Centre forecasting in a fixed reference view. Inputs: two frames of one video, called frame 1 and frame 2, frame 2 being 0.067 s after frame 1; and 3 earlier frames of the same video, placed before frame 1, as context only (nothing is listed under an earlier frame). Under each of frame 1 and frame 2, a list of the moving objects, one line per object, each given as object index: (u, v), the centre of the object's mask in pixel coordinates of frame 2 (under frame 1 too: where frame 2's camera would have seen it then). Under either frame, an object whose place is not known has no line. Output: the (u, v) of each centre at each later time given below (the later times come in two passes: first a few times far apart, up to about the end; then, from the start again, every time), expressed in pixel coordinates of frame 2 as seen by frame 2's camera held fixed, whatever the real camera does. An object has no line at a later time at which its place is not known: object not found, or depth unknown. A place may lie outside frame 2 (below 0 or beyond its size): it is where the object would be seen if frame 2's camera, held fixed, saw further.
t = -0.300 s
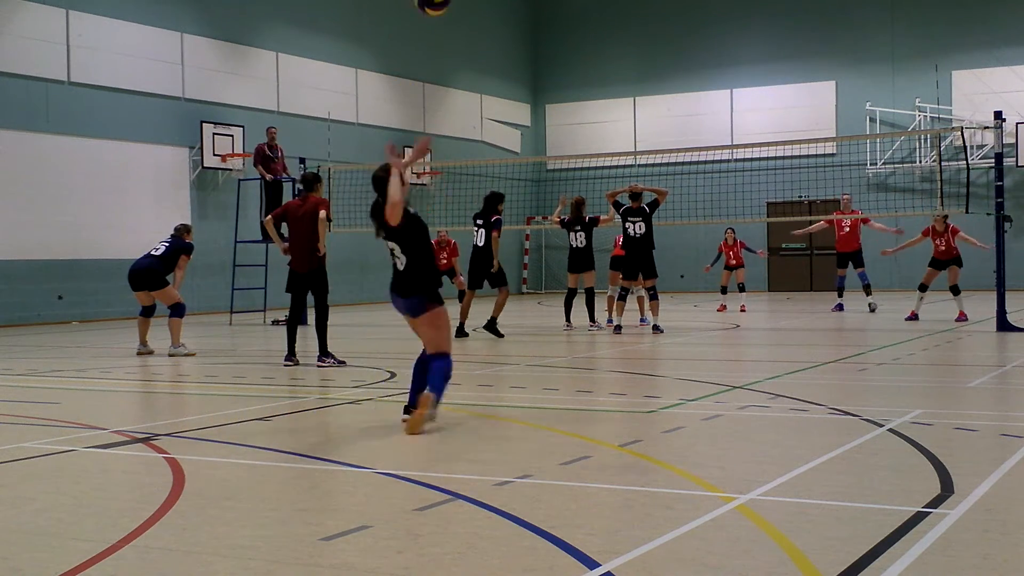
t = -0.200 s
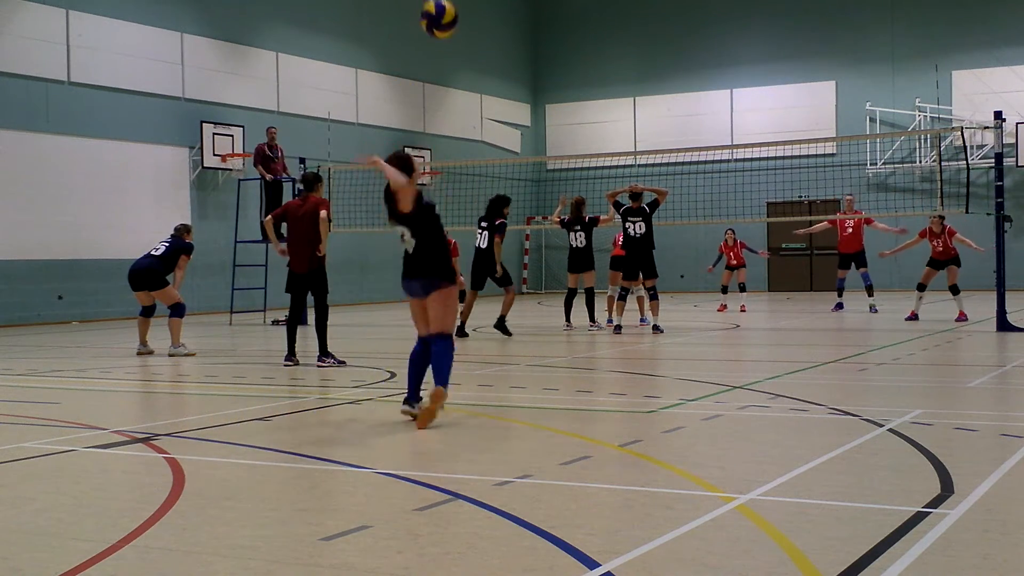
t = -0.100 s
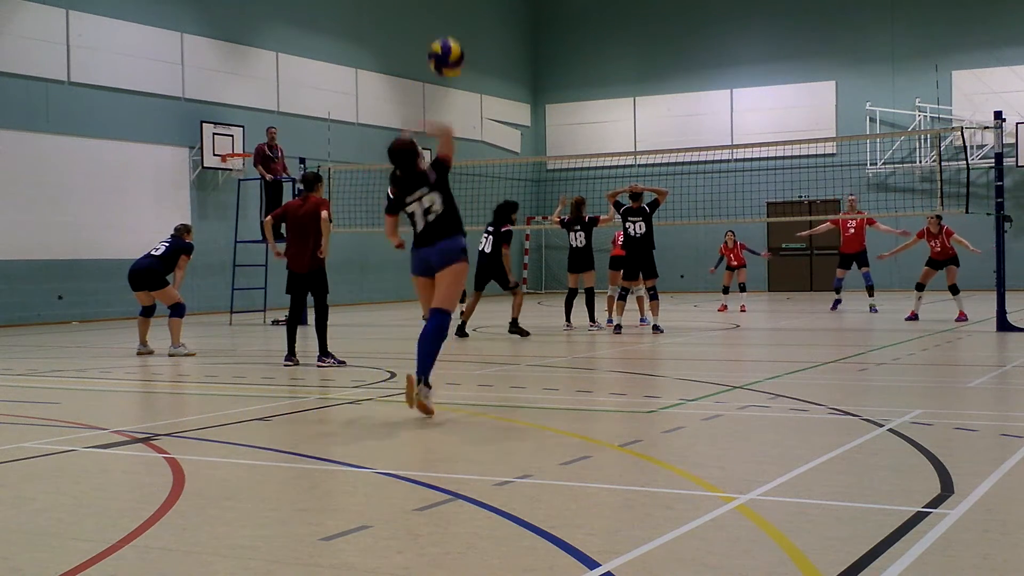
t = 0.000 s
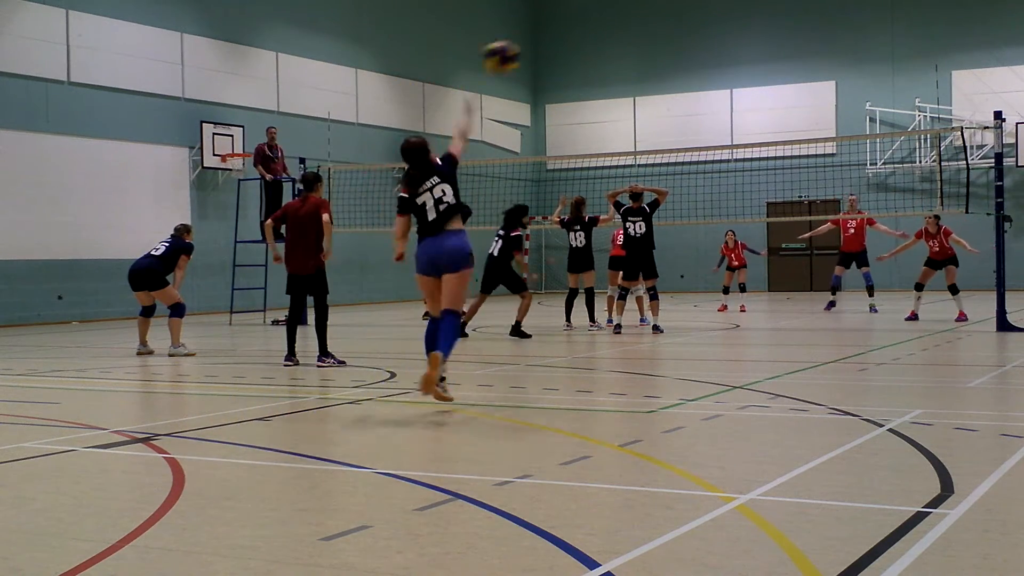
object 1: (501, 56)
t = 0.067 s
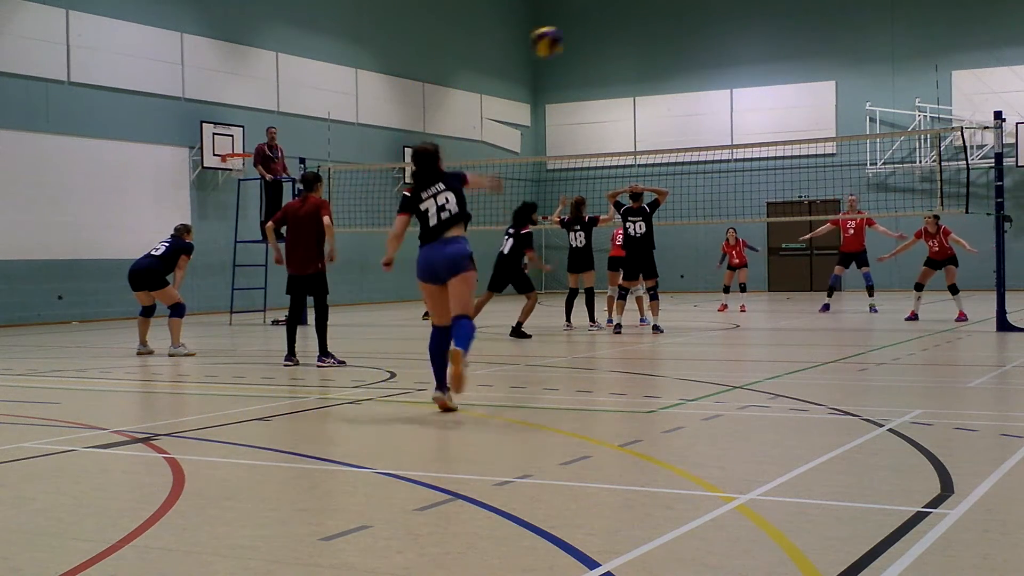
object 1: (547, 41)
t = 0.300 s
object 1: (648, 39)
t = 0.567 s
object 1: (708, 87)
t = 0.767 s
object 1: (738, 136)
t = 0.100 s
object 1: (566, 36)
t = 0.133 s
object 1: (582, 34)
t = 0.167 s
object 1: (597, 33)
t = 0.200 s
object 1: (612, 33)
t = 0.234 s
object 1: (625, 34)
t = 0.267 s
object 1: (637, 36)
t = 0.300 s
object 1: (648, 39)
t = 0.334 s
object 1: (657, 43)
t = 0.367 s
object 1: (666, 48)
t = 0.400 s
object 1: (674, 53)
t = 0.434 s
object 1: (682, 59)
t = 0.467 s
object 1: (689, 66)
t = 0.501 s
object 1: (696, 73)
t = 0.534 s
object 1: (702, 79)
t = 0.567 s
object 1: (708, 87)
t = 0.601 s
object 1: (714, 94)
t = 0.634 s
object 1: (720, 101)
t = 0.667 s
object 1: (725, 110)
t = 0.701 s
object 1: (729, 118)
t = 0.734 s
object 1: (734, 127)
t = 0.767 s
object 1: (738, 136)
